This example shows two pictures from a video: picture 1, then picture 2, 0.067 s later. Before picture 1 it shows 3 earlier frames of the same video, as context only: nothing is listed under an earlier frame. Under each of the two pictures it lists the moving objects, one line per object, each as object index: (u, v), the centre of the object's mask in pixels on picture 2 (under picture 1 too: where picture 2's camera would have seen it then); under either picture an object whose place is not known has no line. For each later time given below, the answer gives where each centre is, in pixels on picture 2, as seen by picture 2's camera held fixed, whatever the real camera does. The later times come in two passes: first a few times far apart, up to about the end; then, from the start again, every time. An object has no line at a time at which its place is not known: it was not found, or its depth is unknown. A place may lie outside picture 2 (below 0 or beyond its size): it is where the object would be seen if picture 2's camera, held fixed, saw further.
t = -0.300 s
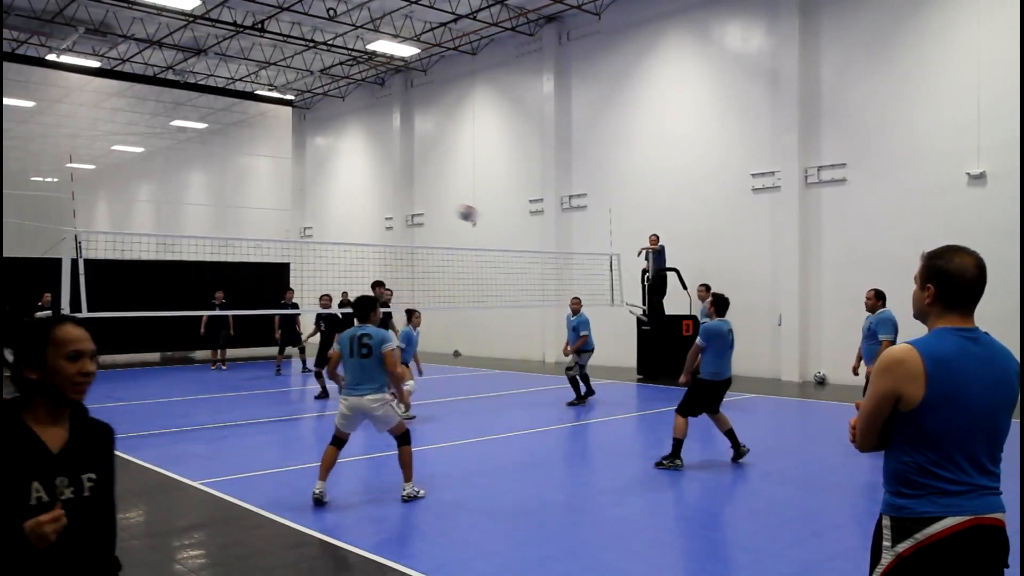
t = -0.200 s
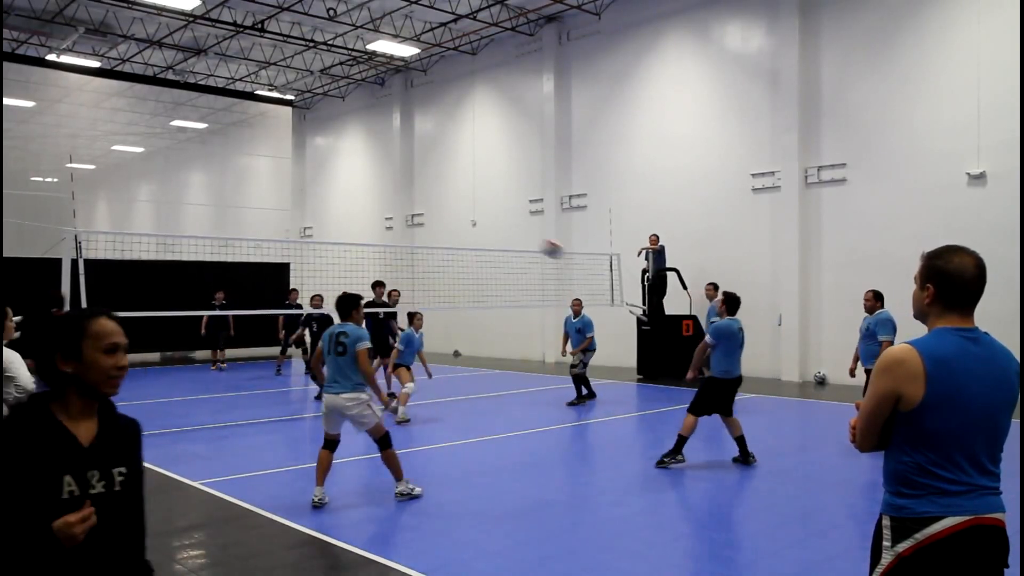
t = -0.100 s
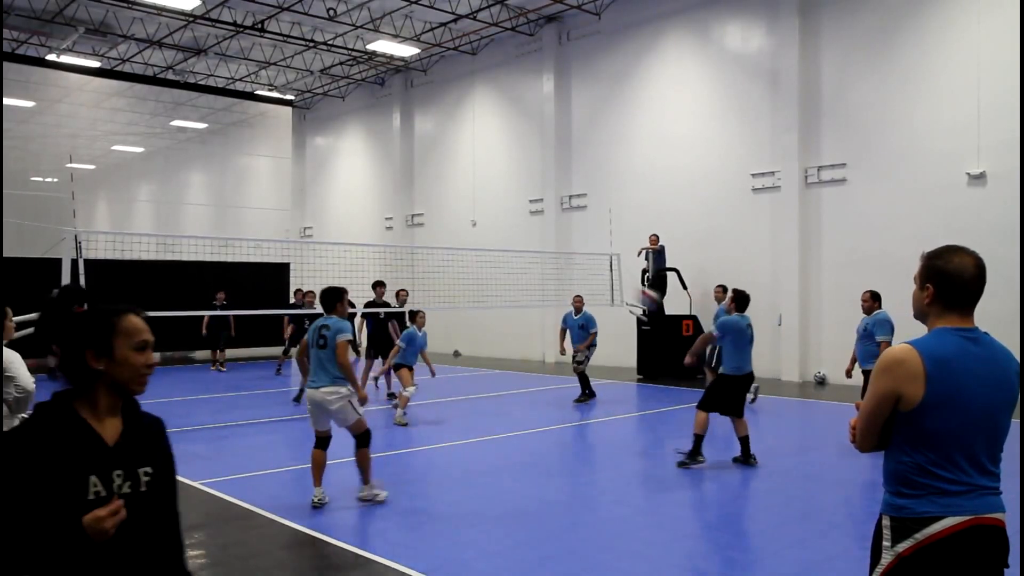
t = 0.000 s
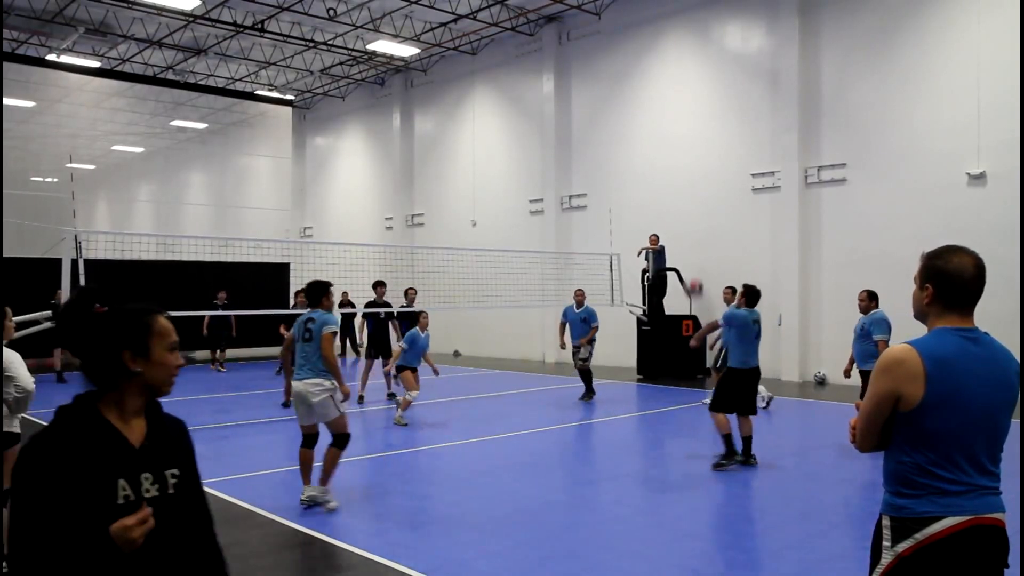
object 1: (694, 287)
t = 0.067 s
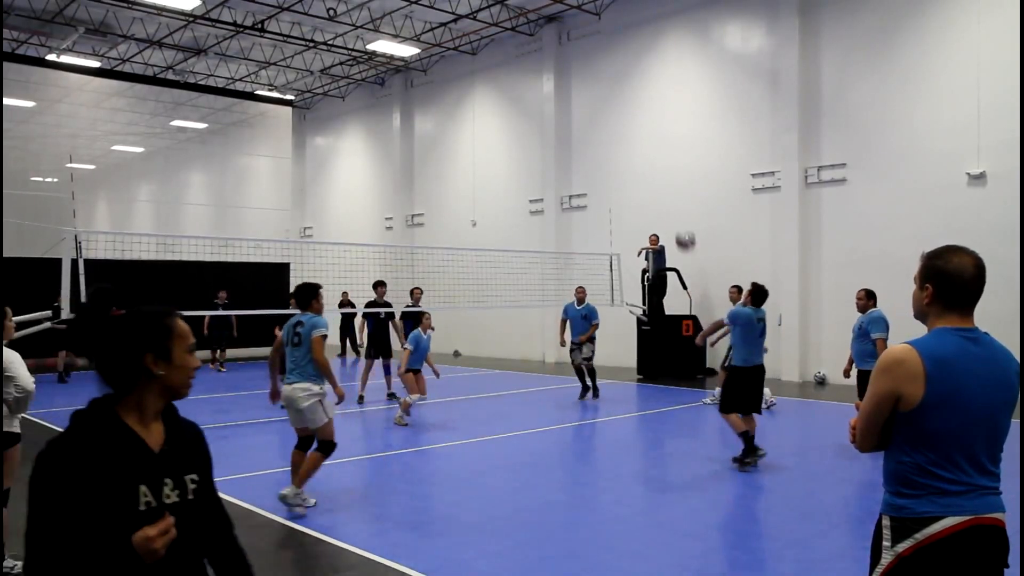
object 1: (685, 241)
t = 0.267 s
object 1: (664, 133)
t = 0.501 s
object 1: (643, 63)
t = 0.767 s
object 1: (623, 43)
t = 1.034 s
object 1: (606, 81)
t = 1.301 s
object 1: (590, 168)
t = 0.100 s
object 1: (681, 219)
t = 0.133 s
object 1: (677, 199)
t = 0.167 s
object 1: (674, 180)
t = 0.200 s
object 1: (670, 163)
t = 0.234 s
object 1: (667, 148)
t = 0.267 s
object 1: (664, 133)
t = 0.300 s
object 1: (661, 119)
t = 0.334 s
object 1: (658, 107)
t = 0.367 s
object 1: (655, 96)
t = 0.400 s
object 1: (652, 86)
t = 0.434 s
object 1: (649, 77)
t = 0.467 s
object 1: (646, 70)
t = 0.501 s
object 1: (643, 63)
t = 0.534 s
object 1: (641, 57)
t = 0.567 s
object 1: (638, 52)
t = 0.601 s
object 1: (636, 48)
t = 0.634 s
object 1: (633, 45)
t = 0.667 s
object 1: (631, 44)
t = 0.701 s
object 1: (628, 43)
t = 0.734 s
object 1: (626, 43)
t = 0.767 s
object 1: (623, 43)
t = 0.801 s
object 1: (621, 45)
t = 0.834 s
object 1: (618, 48)
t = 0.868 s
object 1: (617, 51)
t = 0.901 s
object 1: (614, 55)
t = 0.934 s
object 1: (612, 61)
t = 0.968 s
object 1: (610, 67)
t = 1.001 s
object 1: (608, 74)
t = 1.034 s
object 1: (606, 81)
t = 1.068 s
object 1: (604, 89)
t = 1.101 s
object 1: (602, 98)
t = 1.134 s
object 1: (600, 109)
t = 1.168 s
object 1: (598, 120)
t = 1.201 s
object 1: (596, 131)
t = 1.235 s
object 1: (594, 142)
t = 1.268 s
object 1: (592, 155)
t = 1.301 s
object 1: (590, 168)
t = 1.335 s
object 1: (589, 183)
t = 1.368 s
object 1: (586, 196)
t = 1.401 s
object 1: (584, 212)
